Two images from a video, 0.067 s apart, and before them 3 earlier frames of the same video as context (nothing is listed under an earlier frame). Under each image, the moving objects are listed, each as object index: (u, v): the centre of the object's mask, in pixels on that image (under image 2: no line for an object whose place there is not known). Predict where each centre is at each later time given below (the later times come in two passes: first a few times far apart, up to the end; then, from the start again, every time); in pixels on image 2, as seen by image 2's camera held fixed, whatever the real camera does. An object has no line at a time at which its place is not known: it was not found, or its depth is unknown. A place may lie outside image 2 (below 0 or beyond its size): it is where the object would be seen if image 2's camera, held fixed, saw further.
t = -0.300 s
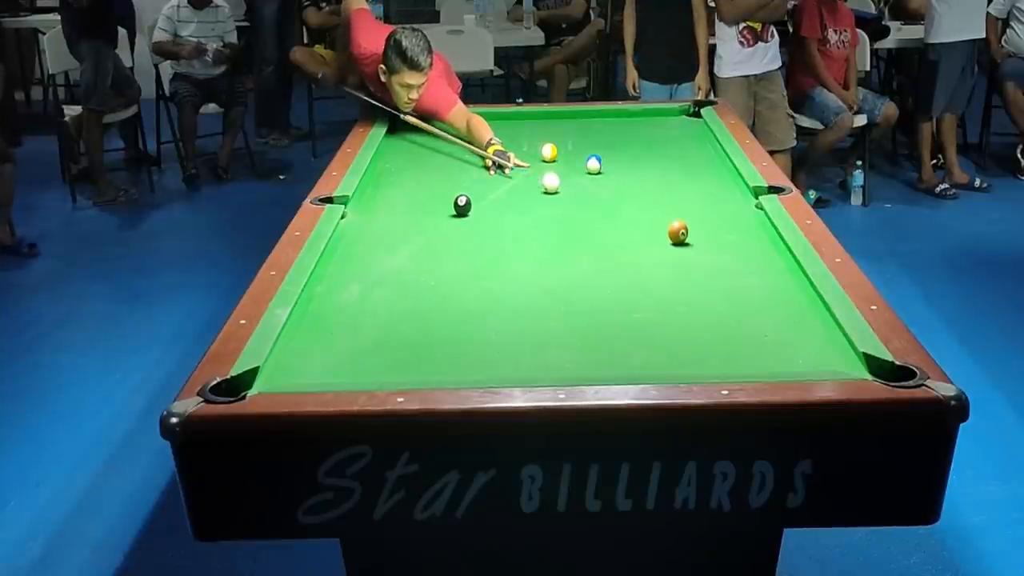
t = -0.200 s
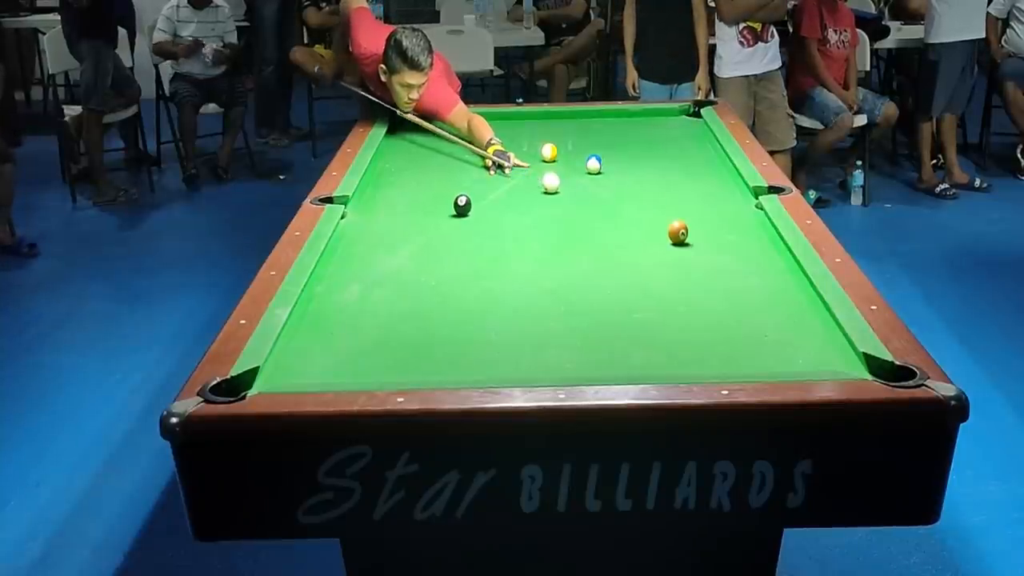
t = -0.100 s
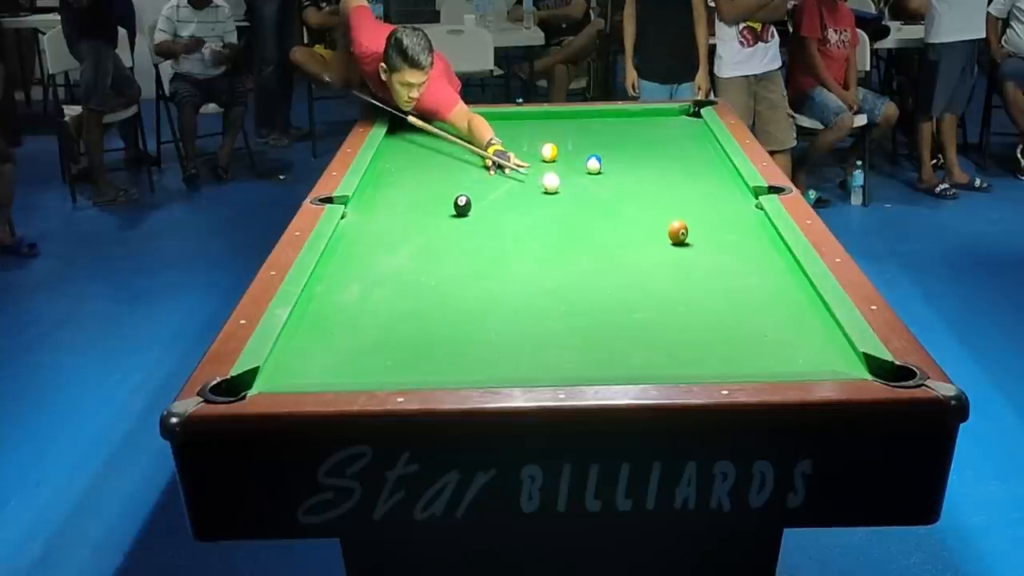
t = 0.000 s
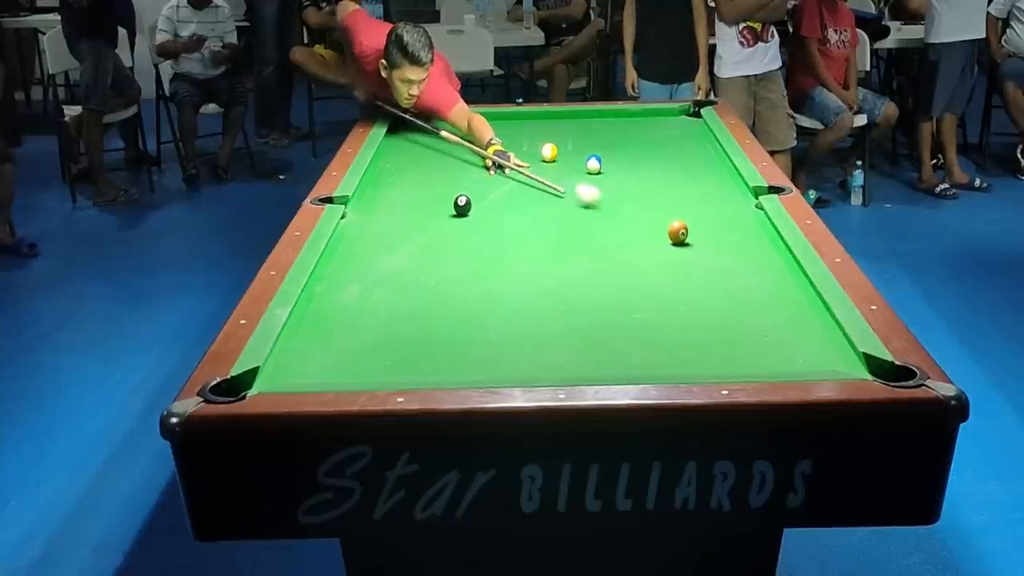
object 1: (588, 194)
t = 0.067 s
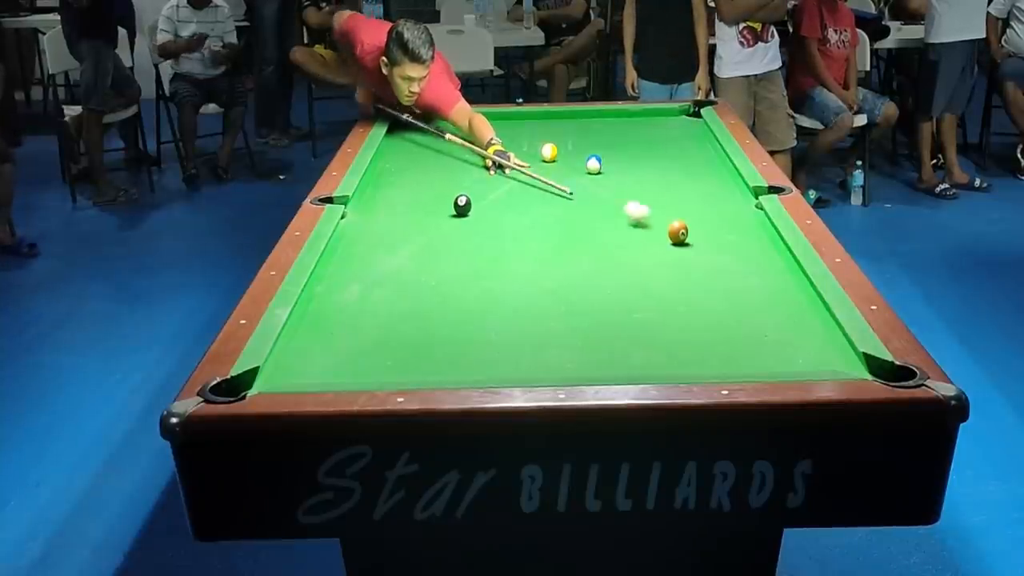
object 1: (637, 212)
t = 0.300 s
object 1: (731, 222)
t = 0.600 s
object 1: (730, 215)
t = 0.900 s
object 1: (687, 208)
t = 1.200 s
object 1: (648, 202)
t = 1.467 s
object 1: (617, 197)
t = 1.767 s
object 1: (586, 191)
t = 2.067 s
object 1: (558, 187)
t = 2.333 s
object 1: (536, 183)
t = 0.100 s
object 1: (661, 221)
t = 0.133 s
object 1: (678, 223)
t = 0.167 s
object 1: (691, 224)
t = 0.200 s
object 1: (702, 224)
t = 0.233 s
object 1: (712, 223)
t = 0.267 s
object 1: (721, 222)
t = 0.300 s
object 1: (731, 222)
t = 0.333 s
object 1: (741, 221)
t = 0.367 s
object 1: (750, 221)
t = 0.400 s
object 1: (760, 220)
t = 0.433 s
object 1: (757, 219)
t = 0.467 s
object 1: (751, 218)
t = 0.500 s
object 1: (745, 217)
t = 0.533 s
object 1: (740, 217)
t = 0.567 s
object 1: (735, 216)
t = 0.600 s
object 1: (730, 215)
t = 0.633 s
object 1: (725, 215)
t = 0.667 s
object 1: (720, 214)
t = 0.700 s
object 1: (715, 213)
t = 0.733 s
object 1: (710, 212)
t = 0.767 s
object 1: (705, 211)
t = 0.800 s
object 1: (701, 210)
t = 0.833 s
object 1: (696, 210)
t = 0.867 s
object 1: (691, 209)
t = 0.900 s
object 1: (687, 208)
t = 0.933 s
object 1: (682, 207)
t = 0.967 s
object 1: (678, 207)
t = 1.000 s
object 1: (674, 206)
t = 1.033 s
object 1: (669, 205)
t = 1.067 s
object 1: (665, 205)
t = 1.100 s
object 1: (661, 204)
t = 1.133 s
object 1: (656, 203)
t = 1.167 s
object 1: (652, 203)
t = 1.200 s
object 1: (648, 202)
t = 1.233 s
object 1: (644, 201)
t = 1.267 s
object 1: (640, 201)
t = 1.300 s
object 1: (636, 200)
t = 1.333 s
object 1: (632, 199)
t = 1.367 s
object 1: (628, 198)
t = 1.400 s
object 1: (625, 198)
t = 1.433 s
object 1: (621, 197)
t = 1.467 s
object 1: (617, 197)
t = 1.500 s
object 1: (614, 196)
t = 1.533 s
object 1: (610, 195)
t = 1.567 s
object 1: (607, 195)
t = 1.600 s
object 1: (603, 194)
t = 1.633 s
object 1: (600, 194)
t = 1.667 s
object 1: (596, 193)
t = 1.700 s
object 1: (593, 193)
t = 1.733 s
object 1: (589, 192)
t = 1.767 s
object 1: (586, 191)
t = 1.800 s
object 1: (583, 191)
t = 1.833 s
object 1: (580, 190)
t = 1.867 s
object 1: (576, 190)
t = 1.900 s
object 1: (573, 190)
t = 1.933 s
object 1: (570, 189)
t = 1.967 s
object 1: (567, 188)
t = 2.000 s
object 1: (564, 188)
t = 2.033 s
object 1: (561, 187)
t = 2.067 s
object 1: (558, 187)
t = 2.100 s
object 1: (555, 186)
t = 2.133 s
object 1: (552, 186)
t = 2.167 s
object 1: (549, 185)
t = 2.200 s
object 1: (546, 185)
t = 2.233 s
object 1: (544, 184)
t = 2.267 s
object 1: (541, 184)
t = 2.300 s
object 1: (538, 183)
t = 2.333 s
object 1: (536, 183)
